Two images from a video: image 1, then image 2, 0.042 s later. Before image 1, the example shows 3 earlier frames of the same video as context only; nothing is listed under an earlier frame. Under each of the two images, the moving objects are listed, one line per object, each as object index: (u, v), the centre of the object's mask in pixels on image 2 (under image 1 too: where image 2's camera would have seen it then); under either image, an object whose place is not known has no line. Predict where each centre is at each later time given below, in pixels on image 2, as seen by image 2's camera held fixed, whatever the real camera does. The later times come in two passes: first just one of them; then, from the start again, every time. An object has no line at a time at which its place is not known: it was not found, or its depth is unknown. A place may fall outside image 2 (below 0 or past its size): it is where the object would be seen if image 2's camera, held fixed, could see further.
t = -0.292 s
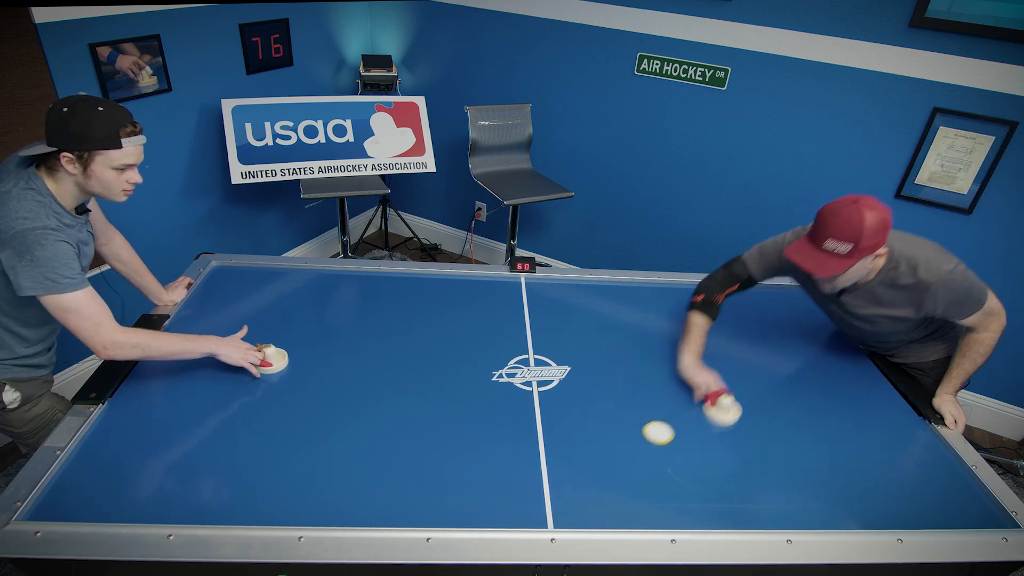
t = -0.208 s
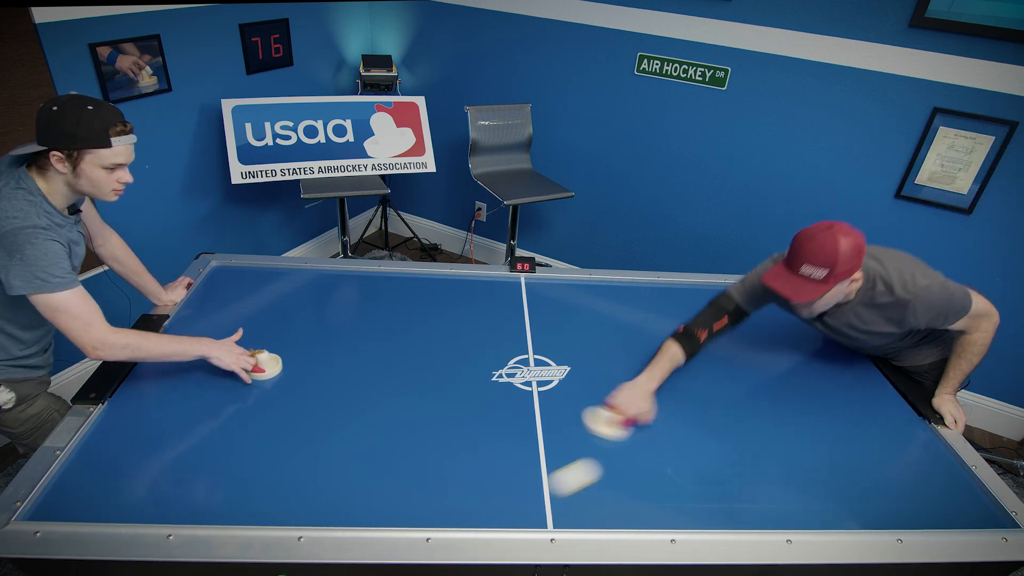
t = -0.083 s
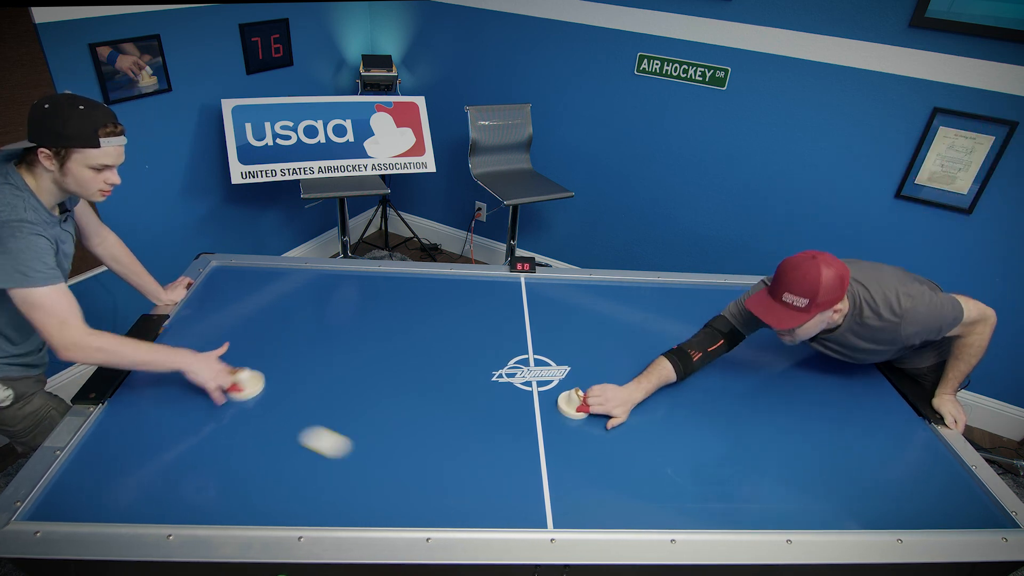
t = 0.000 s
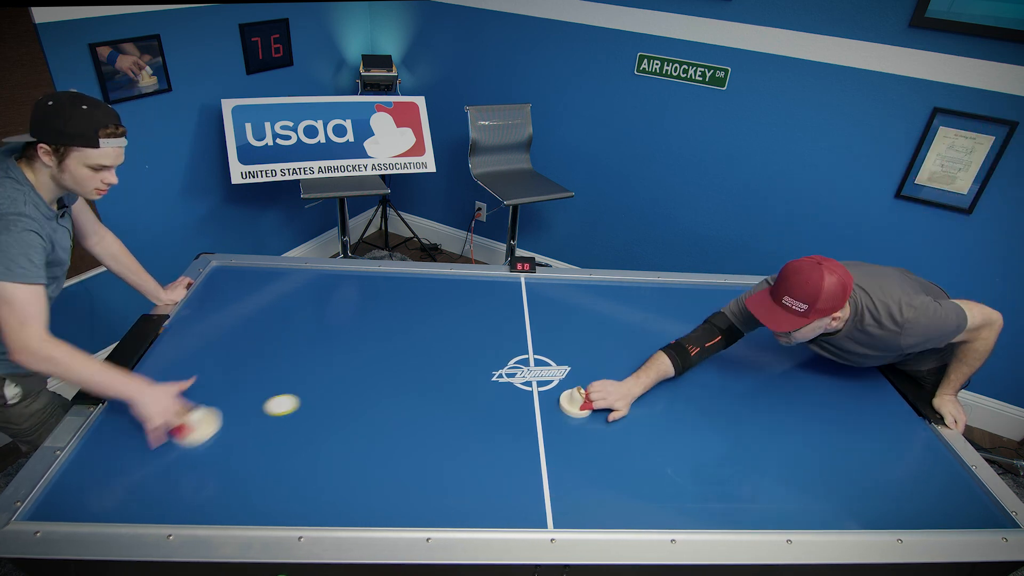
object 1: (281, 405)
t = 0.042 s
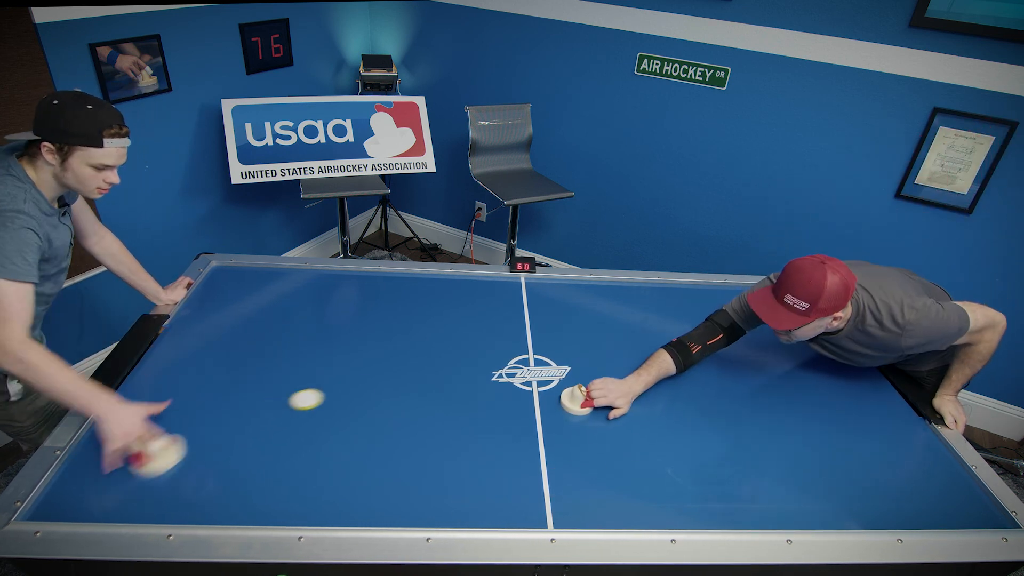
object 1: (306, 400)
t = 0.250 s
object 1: (420, 374)
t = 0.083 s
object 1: (330, 394)
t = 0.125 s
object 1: (354, 389)
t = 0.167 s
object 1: (376, 384)
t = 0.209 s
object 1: (399, 379)
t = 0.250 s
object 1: (420, 374)
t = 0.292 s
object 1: (441, 369)
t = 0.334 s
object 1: (461, 364)
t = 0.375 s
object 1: (481, 359)
